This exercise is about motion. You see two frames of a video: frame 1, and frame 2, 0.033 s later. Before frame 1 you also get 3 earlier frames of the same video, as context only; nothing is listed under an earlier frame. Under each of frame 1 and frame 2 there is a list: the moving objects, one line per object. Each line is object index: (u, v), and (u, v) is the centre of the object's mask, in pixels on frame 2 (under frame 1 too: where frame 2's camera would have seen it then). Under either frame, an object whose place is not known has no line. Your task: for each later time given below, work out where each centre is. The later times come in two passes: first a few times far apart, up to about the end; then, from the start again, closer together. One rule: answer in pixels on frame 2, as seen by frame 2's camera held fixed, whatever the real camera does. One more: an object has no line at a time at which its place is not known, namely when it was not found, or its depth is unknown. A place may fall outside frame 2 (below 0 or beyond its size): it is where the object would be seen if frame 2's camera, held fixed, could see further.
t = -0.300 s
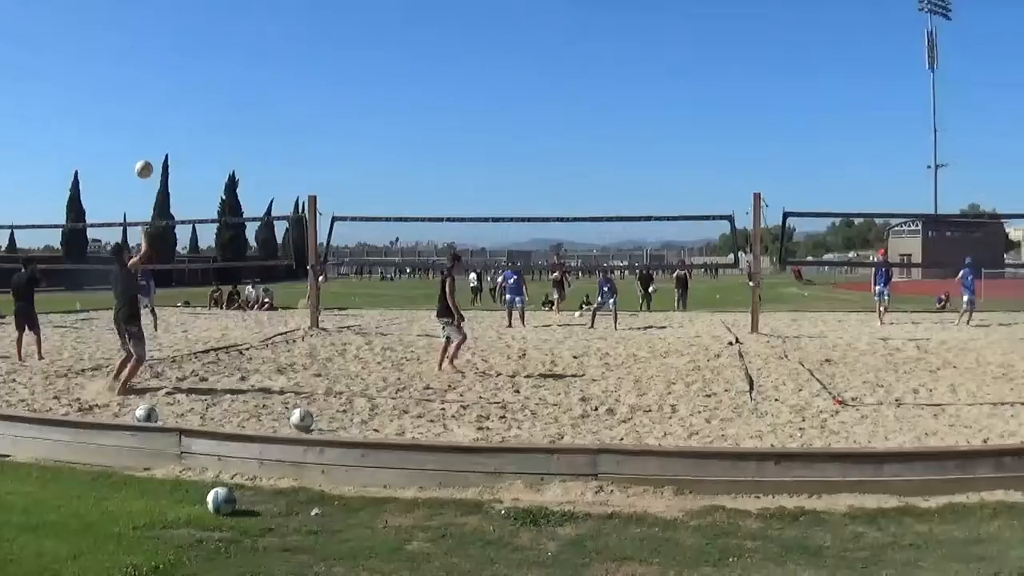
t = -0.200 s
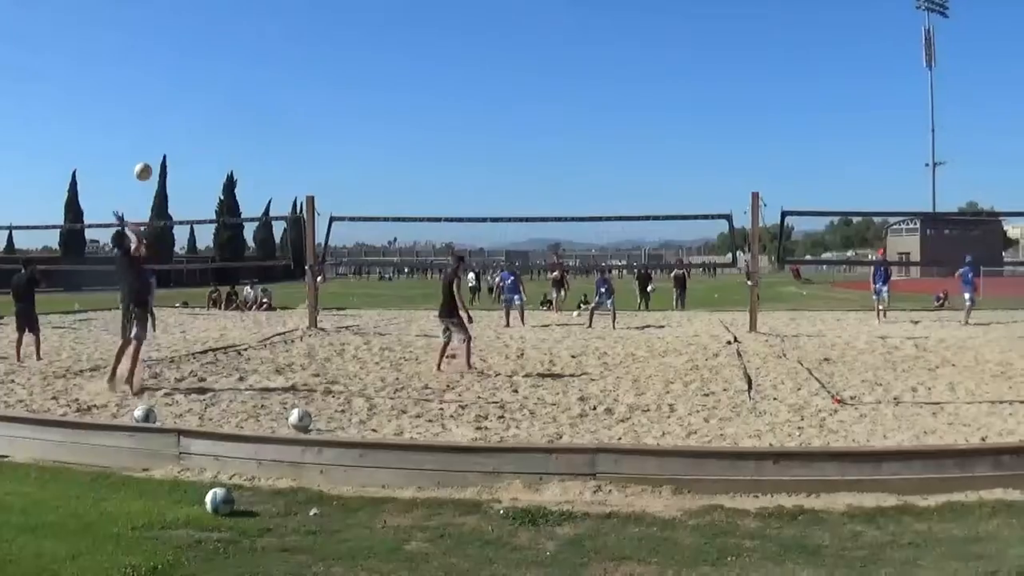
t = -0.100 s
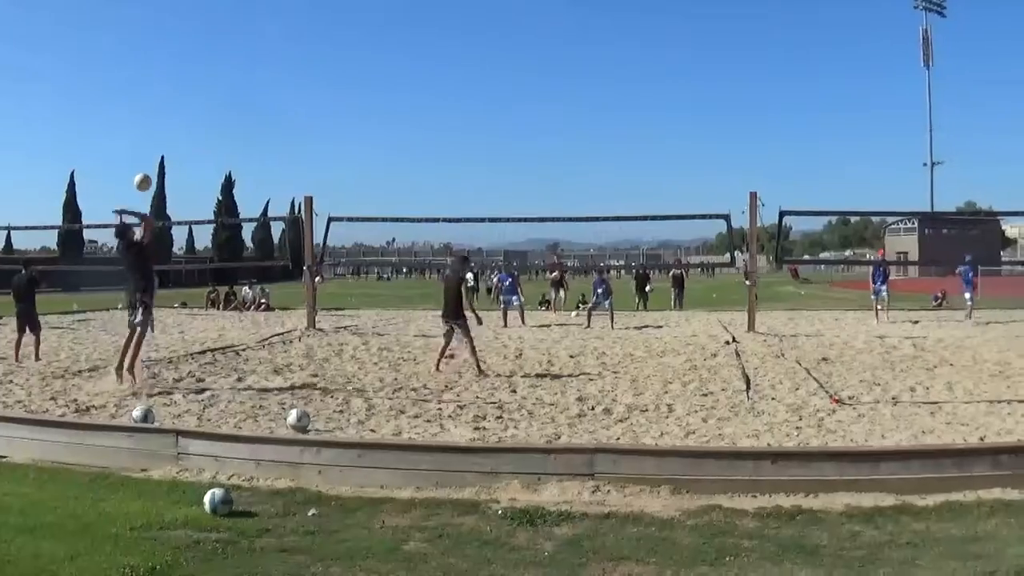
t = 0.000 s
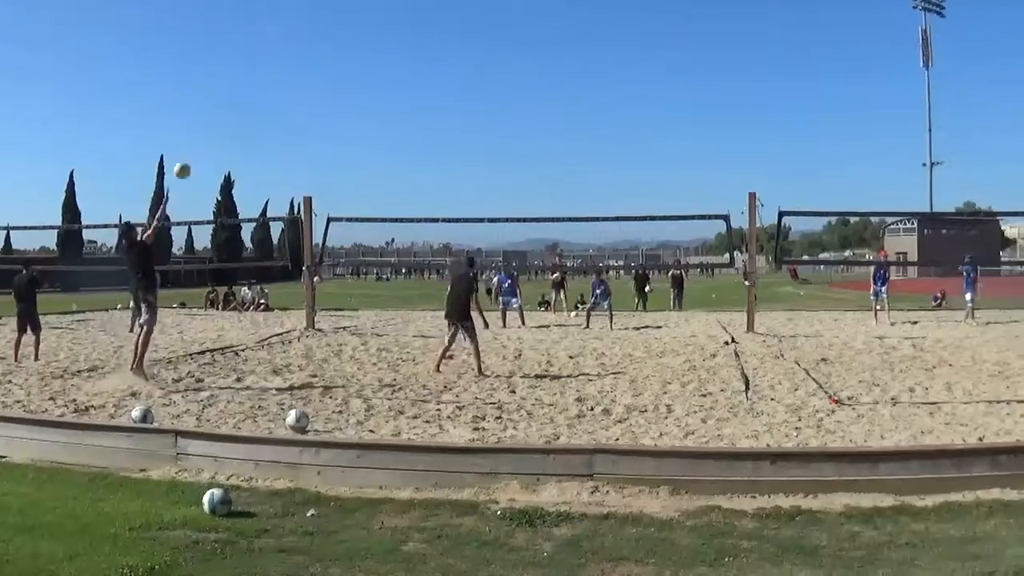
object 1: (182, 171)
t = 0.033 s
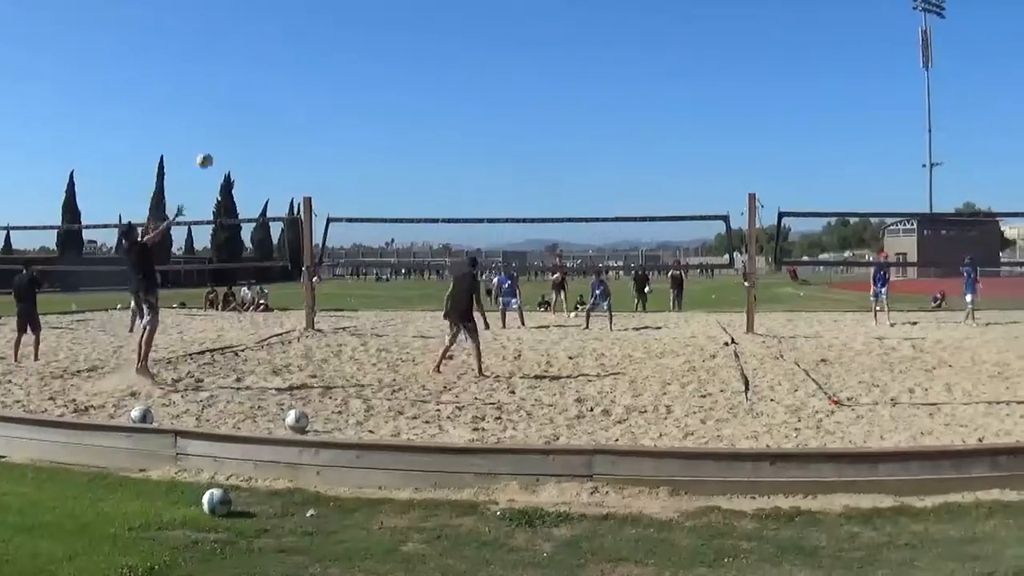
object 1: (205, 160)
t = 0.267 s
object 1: (332, 120)
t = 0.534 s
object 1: (433, 121)
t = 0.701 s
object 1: (480, 140)
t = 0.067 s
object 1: (225, 151)
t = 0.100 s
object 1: (246, 144)
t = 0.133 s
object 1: (265, 138)
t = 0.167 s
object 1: (283, 132)
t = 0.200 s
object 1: (301, 127)
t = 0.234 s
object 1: (316, 124)
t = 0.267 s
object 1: (332, 120)
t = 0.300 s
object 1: (347, 118)
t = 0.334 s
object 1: (361, 117)
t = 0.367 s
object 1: (374, 116)
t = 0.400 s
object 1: (387, 116)
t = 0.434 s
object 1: (399, 116)
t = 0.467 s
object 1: (411, 117)
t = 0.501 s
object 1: (422, 118)
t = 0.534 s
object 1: (433, 121)
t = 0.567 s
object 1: (443, 123)
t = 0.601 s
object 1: (453, 126)
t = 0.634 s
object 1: (462, 129)
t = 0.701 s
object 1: (480, 140)
